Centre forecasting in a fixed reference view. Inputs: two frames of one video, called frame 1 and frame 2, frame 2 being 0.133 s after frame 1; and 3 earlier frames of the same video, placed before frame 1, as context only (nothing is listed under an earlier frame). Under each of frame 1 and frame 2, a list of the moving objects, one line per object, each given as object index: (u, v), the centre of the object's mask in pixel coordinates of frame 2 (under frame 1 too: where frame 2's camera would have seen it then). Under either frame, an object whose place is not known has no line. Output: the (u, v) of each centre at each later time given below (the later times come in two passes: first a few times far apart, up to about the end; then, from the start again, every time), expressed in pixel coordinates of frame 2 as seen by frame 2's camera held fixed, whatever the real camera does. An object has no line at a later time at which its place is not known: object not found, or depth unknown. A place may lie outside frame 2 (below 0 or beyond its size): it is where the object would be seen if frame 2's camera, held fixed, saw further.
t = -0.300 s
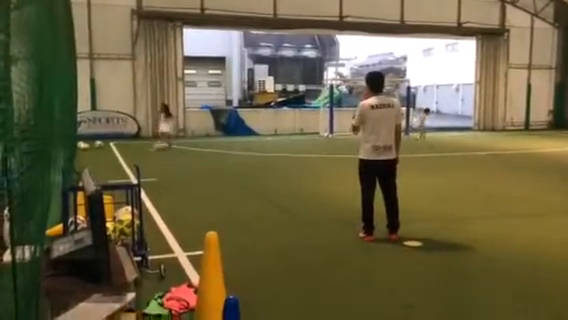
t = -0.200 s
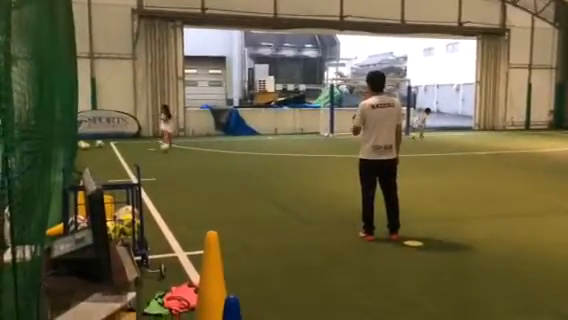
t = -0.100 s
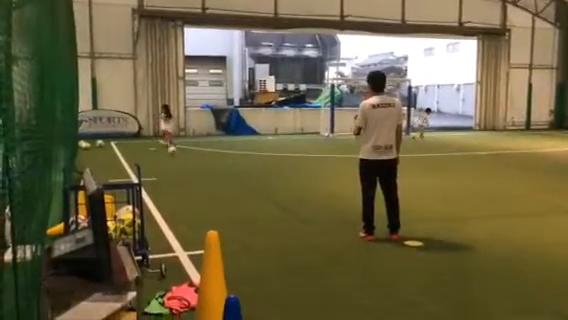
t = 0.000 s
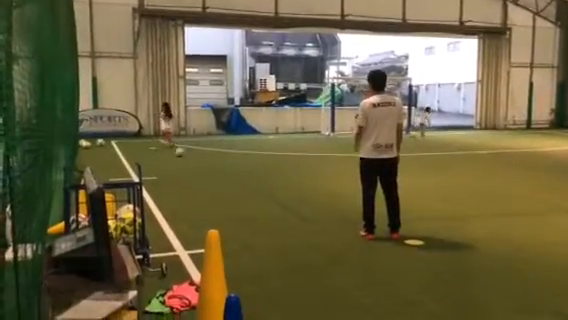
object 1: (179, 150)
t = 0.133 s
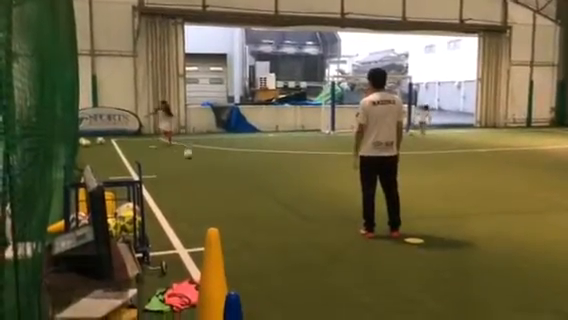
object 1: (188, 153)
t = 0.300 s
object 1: (201, 157)
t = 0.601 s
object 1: (224, 165)
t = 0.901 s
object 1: (251, 174)
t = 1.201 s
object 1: (284, 183)
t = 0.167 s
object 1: (191, 154)
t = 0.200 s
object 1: (192, 154)
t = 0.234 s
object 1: (196, 156)
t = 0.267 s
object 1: (199, 157)
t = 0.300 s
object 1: (201, 157)
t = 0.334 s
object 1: (203, 159)
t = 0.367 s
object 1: (206, 159)
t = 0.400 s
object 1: (208, 160)
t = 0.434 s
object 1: (210, 160)
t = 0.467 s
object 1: (212, 162)
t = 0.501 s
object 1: (215, 162)
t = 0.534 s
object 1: (218, 163)
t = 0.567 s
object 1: (221, 164)
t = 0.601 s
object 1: (224, 165)
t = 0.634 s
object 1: (227, 166)
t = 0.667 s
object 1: (229, 167)
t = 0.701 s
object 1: (232, 168)
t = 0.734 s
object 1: (235, 169)
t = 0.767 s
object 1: (238, 170)
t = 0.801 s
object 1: (241, 171)
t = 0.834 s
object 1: (244, 172)
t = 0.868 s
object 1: (247, 173)
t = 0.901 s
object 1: (251, 174)
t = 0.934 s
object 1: (254, 175)
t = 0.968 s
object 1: (258, 176)
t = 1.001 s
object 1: (261, 177)
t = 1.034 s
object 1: (265, 178)
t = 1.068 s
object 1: (269, 179)
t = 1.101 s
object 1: (272, 180)
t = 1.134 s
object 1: (277, 181)
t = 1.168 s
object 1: (281, 182)
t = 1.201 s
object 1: (284, 183)
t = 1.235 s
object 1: (289, 185)
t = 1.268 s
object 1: (293, 186)
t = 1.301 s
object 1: (297, 187)
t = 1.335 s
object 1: (301, 188)
